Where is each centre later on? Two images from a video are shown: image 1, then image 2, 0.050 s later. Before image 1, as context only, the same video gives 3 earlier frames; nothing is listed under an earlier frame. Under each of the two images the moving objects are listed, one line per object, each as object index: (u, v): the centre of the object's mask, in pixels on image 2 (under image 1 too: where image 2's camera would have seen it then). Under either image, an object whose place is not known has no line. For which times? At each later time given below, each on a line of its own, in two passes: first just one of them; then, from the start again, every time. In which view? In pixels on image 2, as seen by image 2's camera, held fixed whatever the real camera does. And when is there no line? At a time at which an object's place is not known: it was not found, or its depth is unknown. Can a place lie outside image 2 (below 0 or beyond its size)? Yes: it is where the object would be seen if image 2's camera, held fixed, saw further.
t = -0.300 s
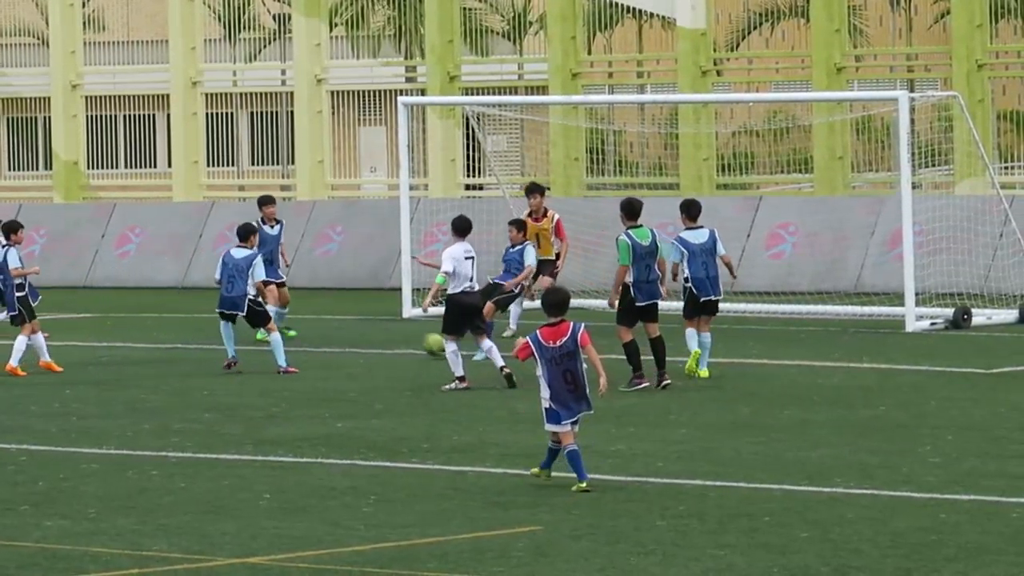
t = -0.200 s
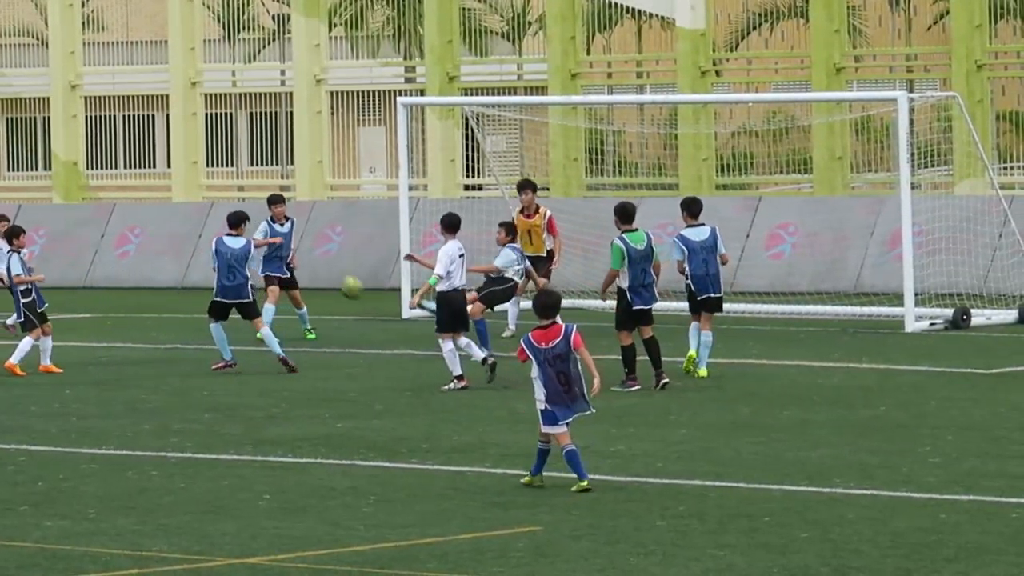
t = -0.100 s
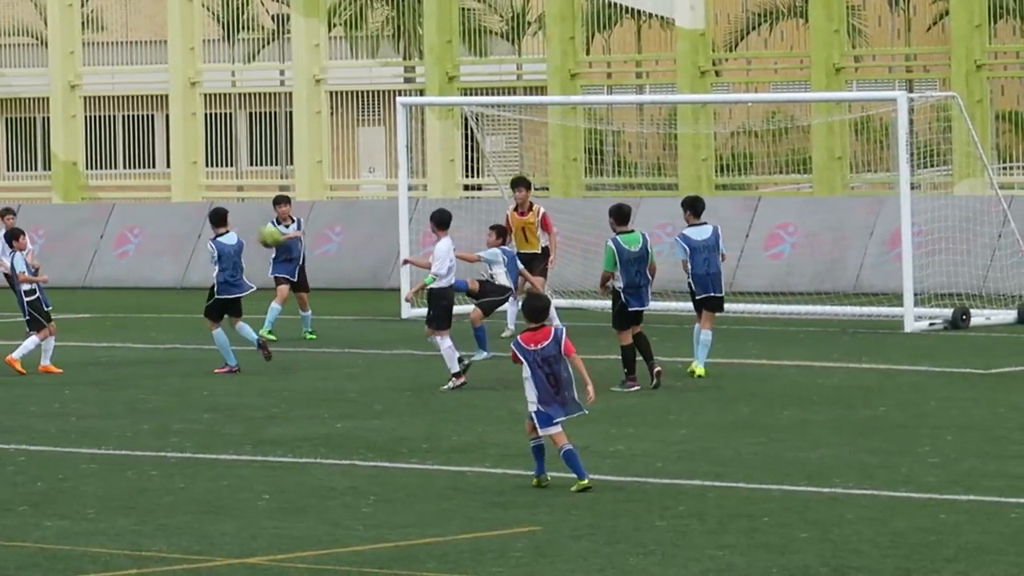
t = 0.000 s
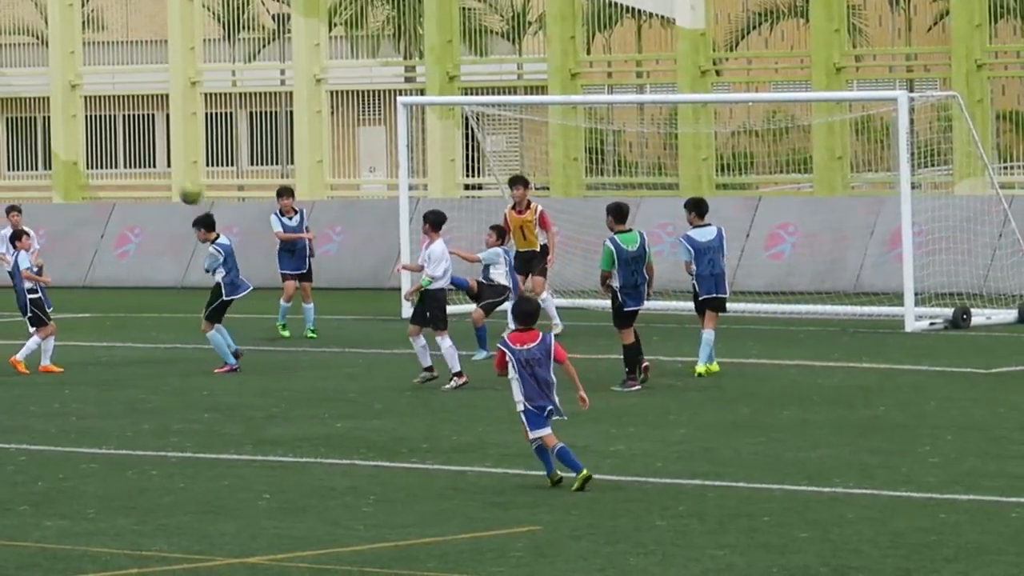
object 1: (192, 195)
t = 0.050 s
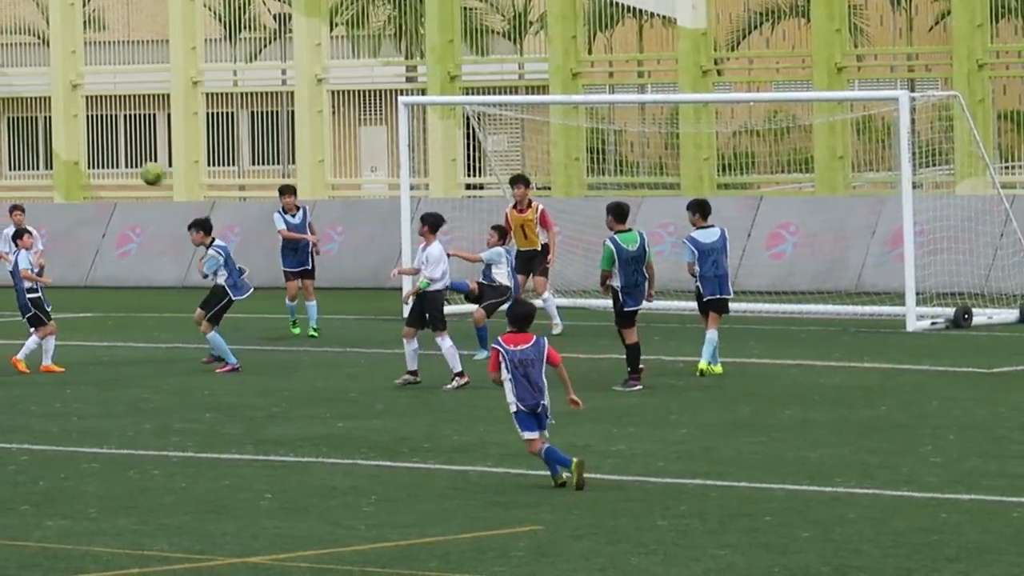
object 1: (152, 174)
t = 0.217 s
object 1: (23, 126)
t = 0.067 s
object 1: (139, 168)
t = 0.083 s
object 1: (127, 162)
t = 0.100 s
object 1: (113, 157)
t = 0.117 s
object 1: (100, 151)
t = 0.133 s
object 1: (87, 148)
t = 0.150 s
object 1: (74, 145)
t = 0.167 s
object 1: (61, 140)
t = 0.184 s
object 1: (48, 135)
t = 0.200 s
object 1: (36, 130)
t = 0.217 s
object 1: (23, 126)
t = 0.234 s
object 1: (10, 123)
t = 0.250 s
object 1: (-3, 120)
